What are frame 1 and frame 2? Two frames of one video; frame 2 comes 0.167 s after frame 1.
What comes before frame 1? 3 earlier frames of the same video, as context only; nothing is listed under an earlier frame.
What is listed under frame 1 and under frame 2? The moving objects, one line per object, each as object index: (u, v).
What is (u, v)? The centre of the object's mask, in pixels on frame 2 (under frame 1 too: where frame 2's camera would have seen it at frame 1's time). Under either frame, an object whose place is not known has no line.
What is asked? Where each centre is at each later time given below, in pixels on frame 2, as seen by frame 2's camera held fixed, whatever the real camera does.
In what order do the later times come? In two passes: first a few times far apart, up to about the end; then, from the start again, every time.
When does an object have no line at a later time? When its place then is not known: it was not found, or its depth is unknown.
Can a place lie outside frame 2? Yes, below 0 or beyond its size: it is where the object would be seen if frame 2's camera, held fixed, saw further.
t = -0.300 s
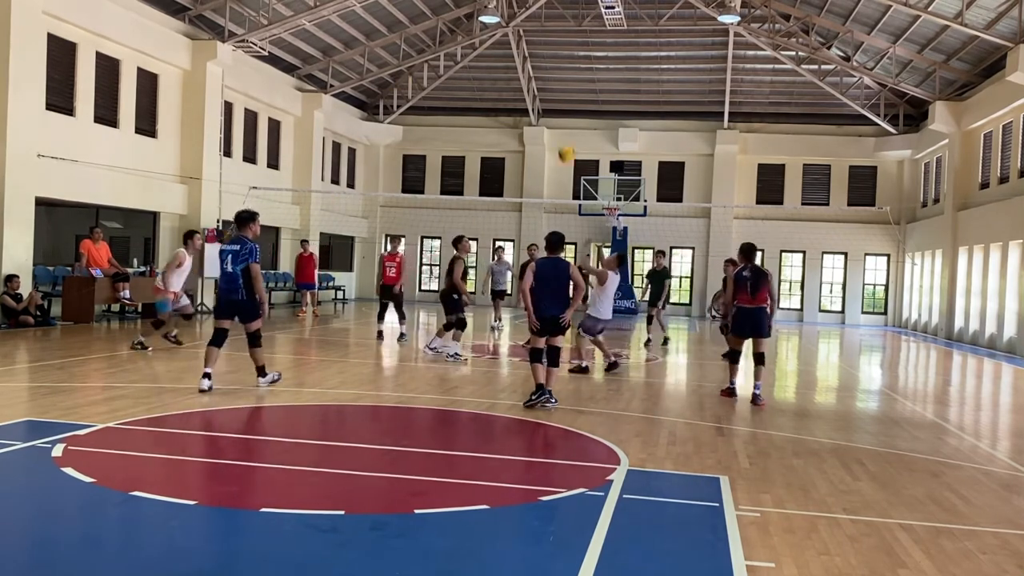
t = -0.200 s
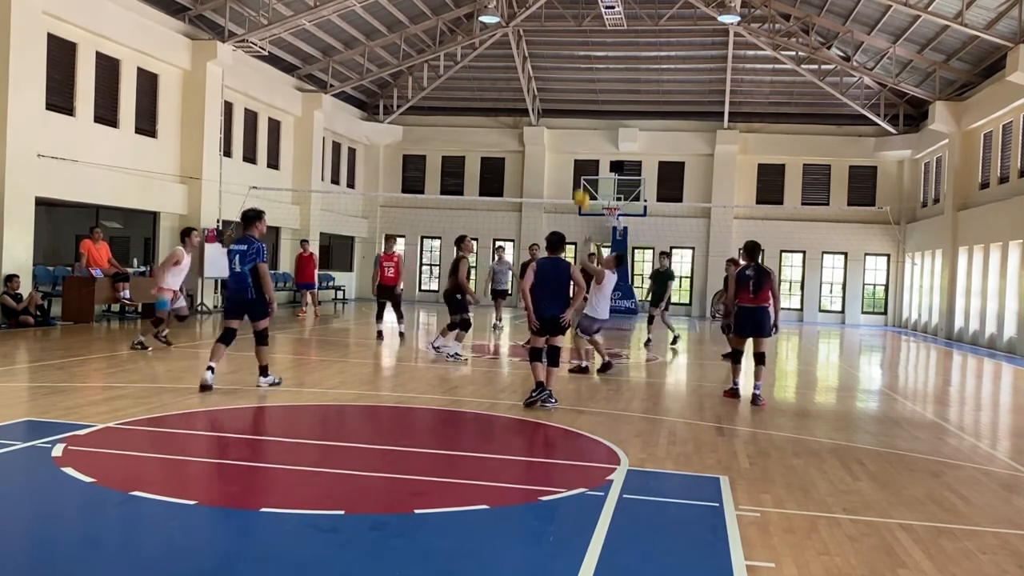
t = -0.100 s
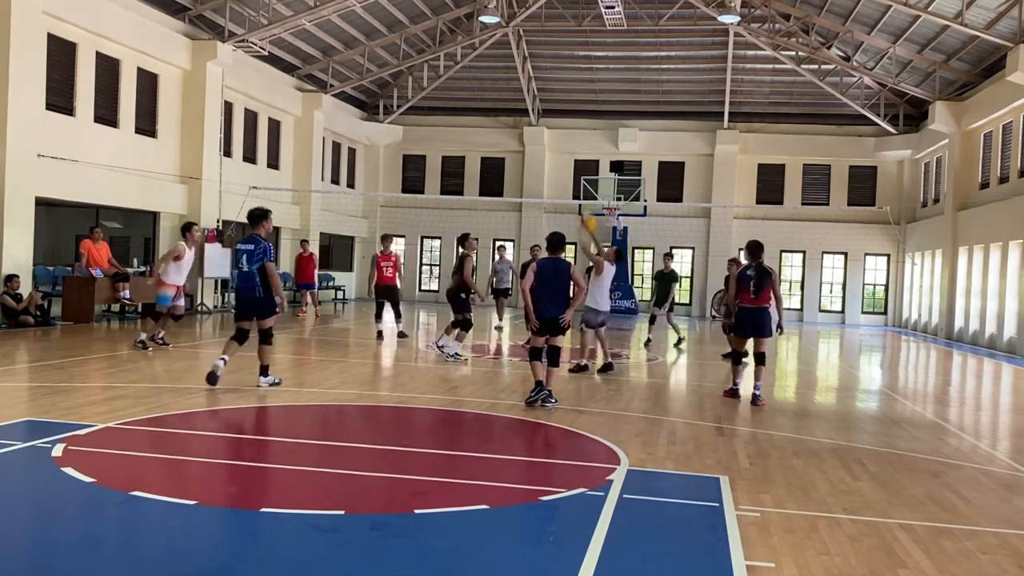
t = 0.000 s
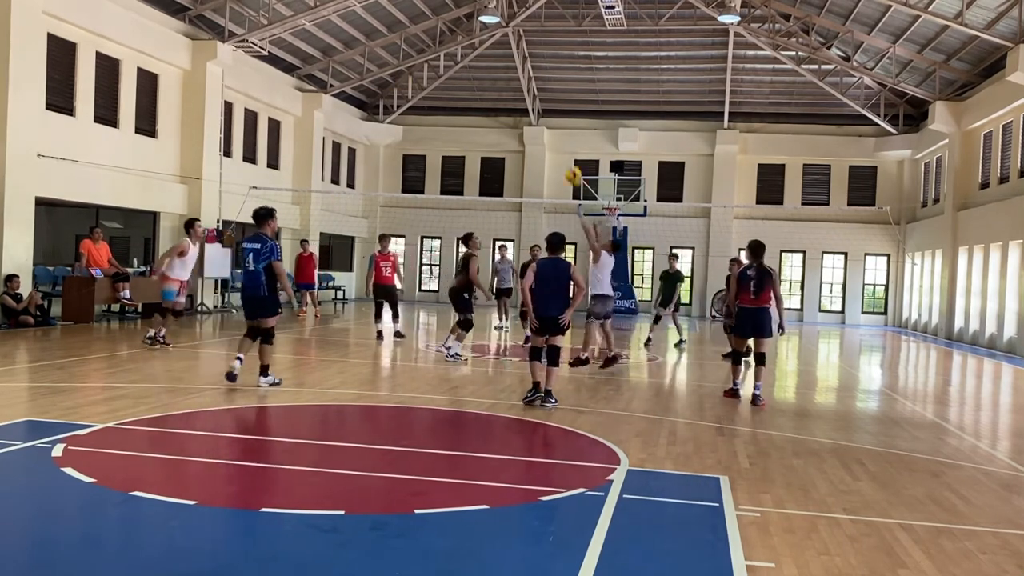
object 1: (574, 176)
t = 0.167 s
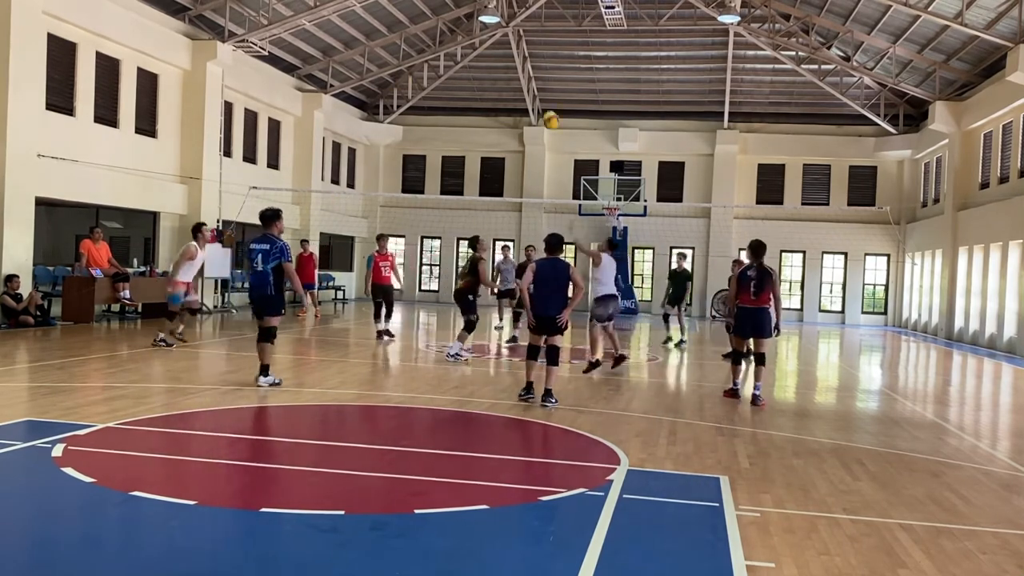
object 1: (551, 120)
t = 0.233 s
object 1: (543, 105)
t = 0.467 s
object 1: (513, 80)
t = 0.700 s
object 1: (484, 94)
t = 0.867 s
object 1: (464, 126)
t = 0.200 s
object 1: (546, 111)
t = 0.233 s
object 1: (543, 105)
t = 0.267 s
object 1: (540, 99)
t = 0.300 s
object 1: (534, 93)
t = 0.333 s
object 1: (530, 88)
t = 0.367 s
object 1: (525, 85)
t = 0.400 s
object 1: (522, 83)
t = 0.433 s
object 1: (517, 81)
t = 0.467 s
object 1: (513, 80)
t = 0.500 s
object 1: (509, 79)
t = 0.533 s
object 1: (504, 80)
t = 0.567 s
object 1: (501, 82)
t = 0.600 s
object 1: (496, 83)
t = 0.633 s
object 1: (492, 86)
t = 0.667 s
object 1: (489, 89)
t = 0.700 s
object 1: (484, 94)
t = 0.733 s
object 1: (480, 99)
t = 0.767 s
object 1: (476, 106)
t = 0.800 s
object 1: (472, 111)
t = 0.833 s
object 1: (468, 119)
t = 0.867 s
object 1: (464, 126)
